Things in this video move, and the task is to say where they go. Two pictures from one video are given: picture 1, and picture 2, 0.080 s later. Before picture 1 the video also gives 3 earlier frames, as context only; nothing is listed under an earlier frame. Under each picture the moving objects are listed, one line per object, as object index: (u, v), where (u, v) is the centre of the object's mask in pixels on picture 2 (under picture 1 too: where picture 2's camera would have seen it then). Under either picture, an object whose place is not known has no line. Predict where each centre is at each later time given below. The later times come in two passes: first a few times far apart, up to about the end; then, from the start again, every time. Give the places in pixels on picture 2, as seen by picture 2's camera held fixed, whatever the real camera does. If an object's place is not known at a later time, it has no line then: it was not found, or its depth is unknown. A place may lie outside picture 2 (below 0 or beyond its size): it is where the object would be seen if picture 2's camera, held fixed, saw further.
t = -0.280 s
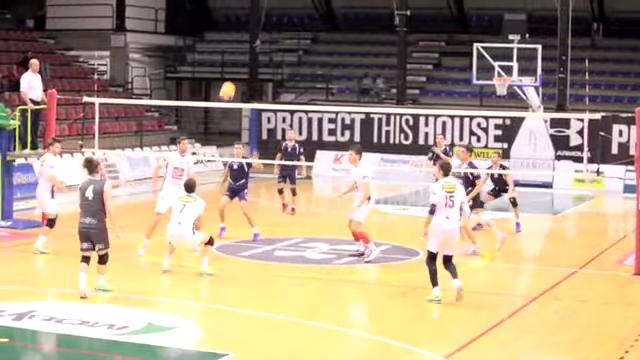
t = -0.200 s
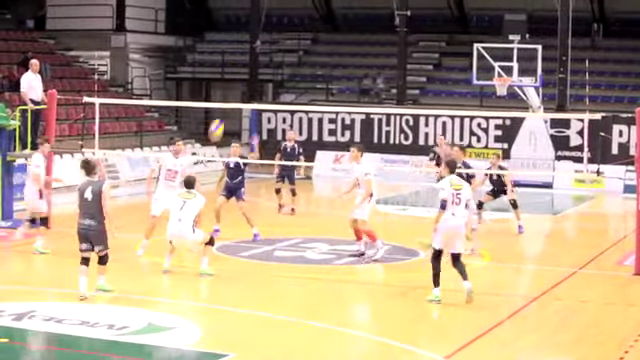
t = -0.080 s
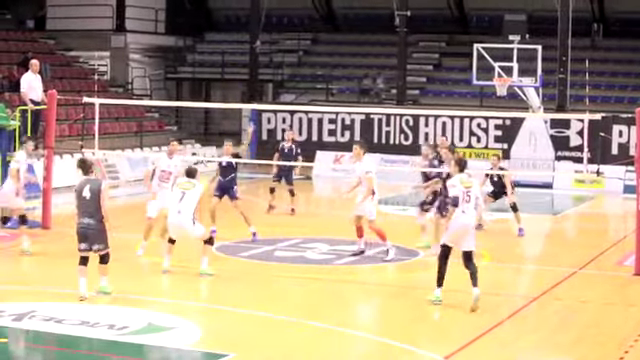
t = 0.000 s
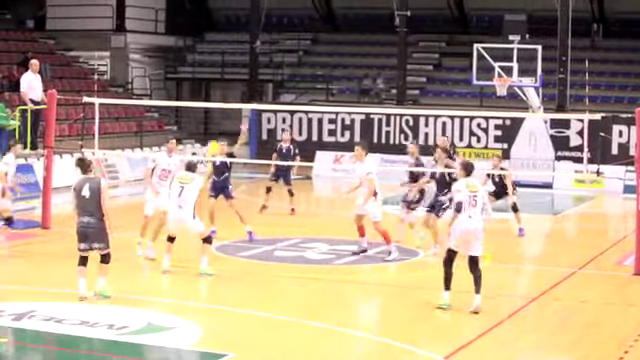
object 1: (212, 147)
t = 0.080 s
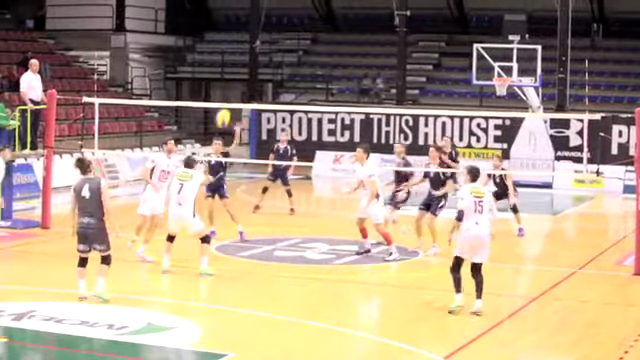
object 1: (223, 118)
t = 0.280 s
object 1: (248, 56)
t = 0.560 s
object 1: (280, 18)
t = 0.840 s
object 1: (309, 27)
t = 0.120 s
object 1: (228, 103)
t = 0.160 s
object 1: (233, 90)
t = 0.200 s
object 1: (238, 78)
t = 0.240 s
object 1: (243, 66)
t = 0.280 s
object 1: (248, 56)
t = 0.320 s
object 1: (253, 47)
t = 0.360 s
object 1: (257, 40)
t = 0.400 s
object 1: (262, 34)
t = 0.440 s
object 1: (267, 28)
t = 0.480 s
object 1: (271, 24)
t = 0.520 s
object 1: (275, 20)
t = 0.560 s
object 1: (280, 18)
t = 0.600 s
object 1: (284, 16)
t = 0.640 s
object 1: (288, 16)
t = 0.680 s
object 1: (293, 16)
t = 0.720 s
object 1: (297, 17)
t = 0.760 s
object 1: (301, 19)
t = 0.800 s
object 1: (305, 22)
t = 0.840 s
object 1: (309, 27)
